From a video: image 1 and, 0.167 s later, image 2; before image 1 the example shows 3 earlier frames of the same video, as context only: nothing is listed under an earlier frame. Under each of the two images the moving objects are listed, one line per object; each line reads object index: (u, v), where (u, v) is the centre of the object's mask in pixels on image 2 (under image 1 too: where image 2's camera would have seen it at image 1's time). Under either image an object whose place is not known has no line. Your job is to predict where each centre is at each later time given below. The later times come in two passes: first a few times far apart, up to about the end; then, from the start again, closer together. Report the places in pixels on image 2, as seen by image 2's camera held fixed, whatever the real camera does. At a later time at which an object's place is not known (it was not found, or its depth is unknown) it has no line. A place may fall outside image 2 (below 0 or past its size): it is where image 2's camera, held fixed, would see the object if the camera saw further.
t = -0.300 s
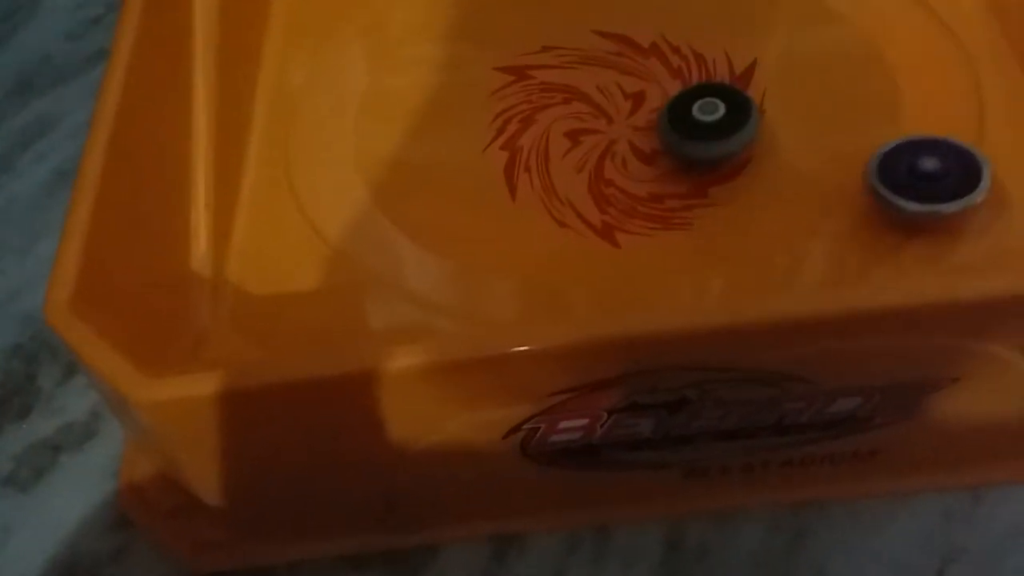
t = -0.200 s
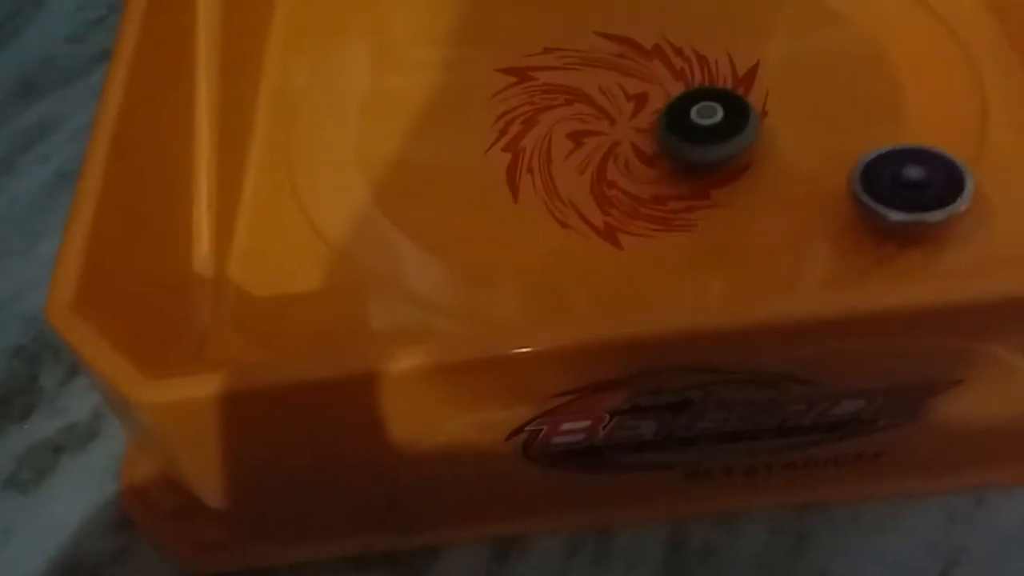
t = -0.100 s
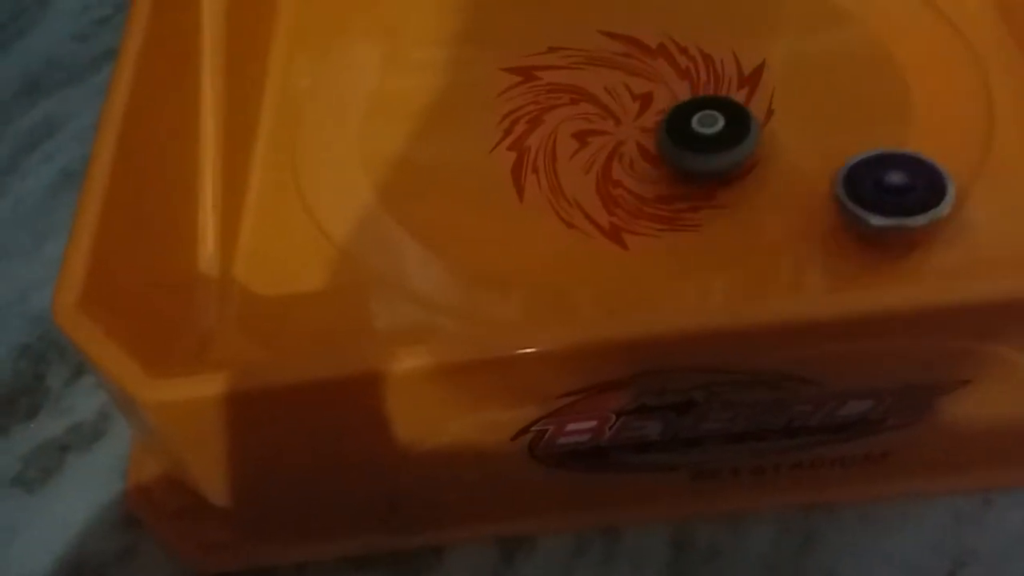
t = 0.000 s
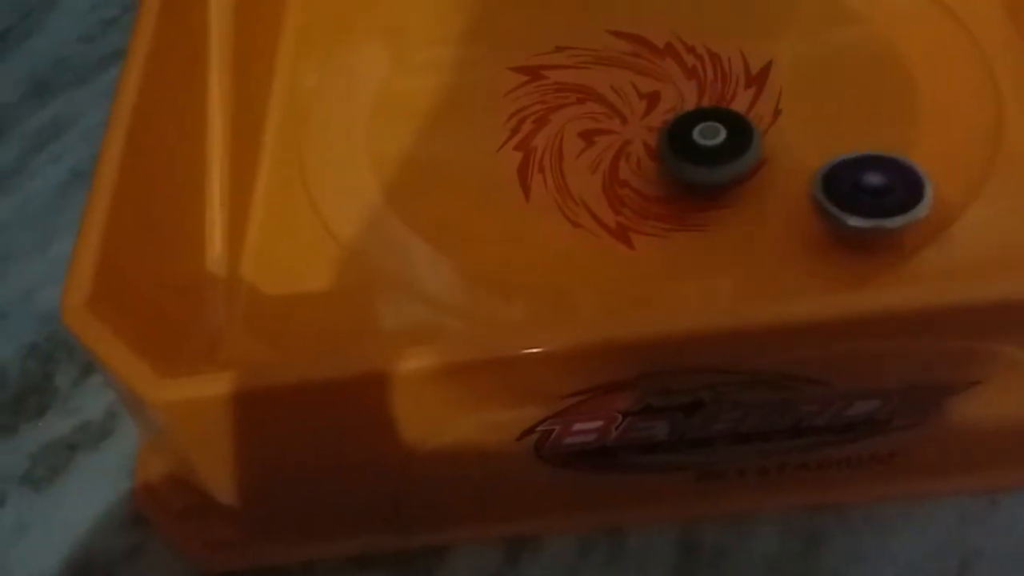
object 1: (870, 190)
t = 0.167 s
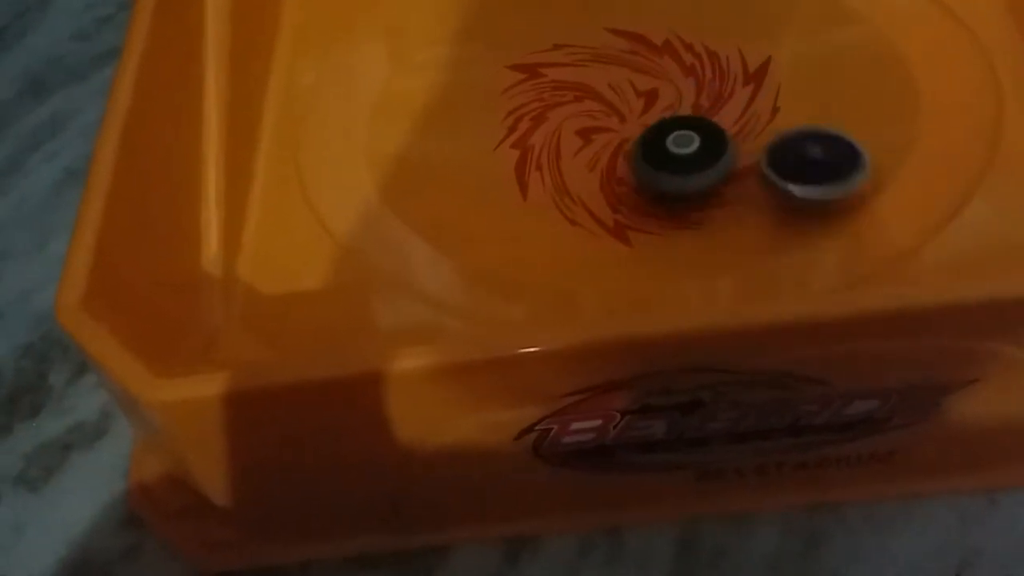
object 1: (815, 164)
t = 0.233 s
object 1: (788, 140)
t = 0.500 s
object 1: (694, 60)
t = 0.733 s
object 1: (587, 39)
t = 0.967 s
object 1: (458, 60)
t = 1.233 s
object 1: (420, 109)
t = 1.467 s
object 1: (434, 137)
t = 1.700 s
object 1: (465, 154)
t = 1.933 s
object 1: (542, 153)
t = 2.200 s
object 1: (586, 153)
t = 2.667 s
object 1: (791, 140)
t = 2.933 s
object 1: (831, 41)
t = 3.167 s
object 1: (958, -33)
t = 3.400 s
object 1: (960, -32)
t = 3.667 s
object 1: (963, -20)
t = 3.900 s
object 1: (918, -12)
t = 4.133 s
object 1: (867, -4)
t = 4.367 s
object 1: (696, 13)
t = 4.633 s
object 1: (577, 32)
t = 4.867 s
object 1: (509, 72)
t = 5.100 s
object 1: (492, 107)
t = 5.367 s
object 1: (501, 132)
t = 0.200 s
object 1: (803, 152)
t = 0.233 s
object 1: (788, 140)
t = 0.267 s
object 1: (785, 127)
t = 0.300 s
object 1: (788, 111)
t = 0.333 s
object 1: (784, 97)
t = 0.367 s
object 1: (770, 87)
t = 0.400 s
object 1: (752, 78)
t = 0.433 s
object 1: (732, 71)
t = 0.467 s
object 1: (712, 65)
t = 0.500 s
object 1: (694, 60)
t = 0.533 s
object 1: (678, 56)
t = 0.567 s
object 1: (662, 52)
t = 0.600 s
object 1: (647, 49)
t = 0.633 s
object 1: (632, 47)
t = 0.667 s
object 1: (618, 44)
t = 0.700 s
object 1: (604, 41)
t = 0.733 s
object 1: (587, 39)
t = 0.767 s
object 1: (567, 39)
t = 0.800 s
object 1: (548, 40)
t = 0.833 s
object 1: (527, 41)
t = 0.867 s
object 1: (507, 44)
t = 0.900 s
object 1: (489, 49)
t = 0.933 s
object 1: (472, 54)
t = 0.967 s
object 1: (458, 60)
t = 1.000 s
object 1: (446, 66)
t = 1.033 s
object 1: (436, 73)
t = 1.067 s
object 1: (429, 80)
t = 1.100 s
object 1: (424, 86)
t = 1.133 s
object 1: (421, 92)
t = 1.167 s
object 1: (419, 98)
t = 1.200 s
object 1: (419, 103)
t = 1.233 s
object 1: (420, 109)
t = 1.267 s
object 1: (422, 114)
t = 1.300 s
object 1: (426, 118)
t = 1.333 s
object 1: (431, 124)
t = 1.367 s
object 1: (436, 128)
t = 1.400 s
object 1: (443, 131)
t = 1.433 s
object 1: (448, 135)
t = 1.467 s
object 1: (434, 137)
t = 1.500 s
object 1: (424, 138)
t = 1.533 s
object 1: (425, 141)
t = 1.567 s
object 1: (430, 144)
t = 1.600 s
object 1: (437, 147)
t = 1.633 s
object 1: (445, 150)
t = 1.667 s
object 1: (455, 152)
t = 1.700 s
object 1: (465, 154)
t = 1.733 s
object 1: (476, 156)
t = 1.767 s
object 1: (487, 157)
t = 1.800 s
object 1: (498, 158)
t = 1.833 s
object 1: (510, 158)
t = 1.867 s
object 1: (522, 157)
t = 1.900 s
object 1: (533, 155)
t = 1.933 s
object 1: (542, 153)
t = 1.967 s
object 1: (552, 151)
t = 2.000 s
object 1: (562, 147)
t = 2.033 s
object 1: (571, 142)
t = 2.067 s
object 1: (578, 136)
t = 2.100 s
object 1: (585, 131)
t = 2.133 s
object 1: (592, 124)
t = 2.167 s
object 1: (597, 121)
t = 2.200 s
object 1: (586, 153)
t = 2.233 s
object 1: (573, 187)
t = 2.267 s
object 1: (567, 209)
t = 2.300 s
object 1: (566, 224)
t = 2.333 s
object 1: (572, 233)
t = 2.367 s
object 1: (584, 236)
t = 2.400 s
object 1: (604, 236)
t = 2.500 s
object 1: (689, 212)
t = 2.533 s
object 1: (718, 199)
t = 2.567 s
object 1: (742, 185)
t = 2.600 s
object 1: (763, 170)
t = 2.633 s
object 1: (779, 156)
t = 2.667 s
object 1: (791, 140)
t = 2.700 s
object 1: (799, 125)
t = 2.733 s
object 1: (803, 112)
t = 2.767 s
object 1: (805, 98)
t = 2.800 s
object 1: (803, 84)
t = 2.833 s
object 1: (798, 75)
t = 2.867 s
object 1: (791, 67)
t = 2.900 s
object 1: (786, 60)
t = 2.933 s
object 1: (831, 41)
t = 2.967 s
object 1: (886, 16)
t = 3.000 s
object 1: (929, -2)
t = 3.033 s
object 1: (960, -13)
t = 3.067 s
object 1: (969, -27)
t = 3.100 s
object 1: (961, -27)
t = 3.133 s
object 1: (957, -31)
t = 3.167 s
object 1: (958, -33)
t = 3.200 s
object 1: (959, -34)
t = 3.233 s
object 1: (956, -34)
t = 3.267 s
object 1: (959, -36)
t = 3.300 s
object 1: (958, -35)
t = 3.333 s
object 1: (959, -35)
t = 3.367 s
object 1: (959, -34)
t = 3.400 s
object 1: (960, -32)
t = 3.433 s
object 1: (961, -33)
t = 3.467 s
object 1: (961, -30)
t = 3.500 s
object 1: (963, -29)
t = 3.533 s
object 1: (963, -27)
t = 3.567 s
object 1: (964, -25)
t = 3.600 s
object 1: (964, -23)
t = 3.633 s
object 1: (965, -21)
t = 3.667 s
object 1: (963, -20)
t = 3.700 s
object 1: (955, -17)
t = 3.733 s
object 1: (943, -14)
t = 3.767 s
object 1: (937, -14)
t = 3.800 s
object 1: (932, -14)
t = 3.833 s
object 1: (928, -13)
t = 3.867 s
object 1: (923, -12)
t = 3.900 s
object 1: (918, -12)
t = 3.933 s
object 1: (913, -11)
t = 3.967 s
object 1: (907, -10)
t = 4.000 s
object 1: (900, -9)
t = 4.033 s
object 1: (895, -9)
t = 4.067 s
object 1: (887, -7)
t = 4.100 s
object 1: (879, -7)
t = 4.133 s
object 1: (867, -4)
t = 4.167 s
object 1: (846, -2)
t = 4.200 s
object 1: (821, 0)
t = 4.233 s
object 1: (797, 2)
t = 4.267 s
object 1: (770, 4)
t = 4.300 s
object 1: (745, 7)
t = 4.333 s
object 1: (721, 10)
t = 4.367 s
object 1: (696, 13)
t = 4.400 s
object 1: (673, 18)
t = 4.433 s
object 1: (650, 24)
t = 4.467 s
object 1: (628, 30)
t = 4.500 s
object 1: (608, 37)
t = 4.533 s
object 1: (589, 46)
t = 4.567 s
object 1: (581, 41)
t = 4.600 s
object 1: (580, 33)
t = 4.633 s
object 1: (577, 32)
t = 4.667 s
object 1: (571, 35)
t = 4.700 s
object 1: (562, 41)
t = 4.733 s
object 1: (551, 48)
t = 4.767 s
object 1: (539, 53)
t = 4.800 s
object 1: (528, 59)
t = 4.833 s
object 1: (517, 66)
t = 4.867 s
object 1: (509, 72)
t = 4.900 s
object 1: (502, 78)
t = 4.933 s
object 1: (498, 83)
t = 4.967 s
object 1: (495, 89)
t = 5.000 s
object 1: (493, 94)
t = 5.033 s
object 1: (491, 99)
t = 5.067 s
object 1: (492, 103)
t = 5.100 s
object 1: (492, 107)
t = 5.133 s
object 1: (492, 110)
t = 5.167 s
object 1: (492, 114)
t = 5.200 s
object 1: (494, 117)
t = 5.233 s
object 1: (495, 120)
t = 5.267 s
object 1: (496, 123)
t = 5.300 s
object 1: (498, 126)
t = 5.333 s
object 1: (500, 129)
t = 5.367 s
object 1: (501, 132)
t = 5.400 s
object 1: (504, 133)
